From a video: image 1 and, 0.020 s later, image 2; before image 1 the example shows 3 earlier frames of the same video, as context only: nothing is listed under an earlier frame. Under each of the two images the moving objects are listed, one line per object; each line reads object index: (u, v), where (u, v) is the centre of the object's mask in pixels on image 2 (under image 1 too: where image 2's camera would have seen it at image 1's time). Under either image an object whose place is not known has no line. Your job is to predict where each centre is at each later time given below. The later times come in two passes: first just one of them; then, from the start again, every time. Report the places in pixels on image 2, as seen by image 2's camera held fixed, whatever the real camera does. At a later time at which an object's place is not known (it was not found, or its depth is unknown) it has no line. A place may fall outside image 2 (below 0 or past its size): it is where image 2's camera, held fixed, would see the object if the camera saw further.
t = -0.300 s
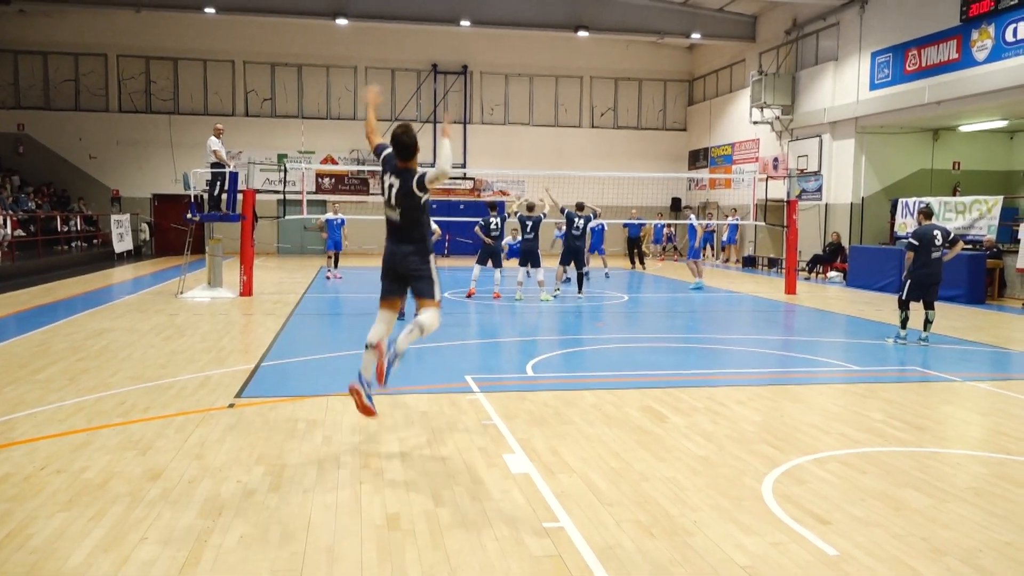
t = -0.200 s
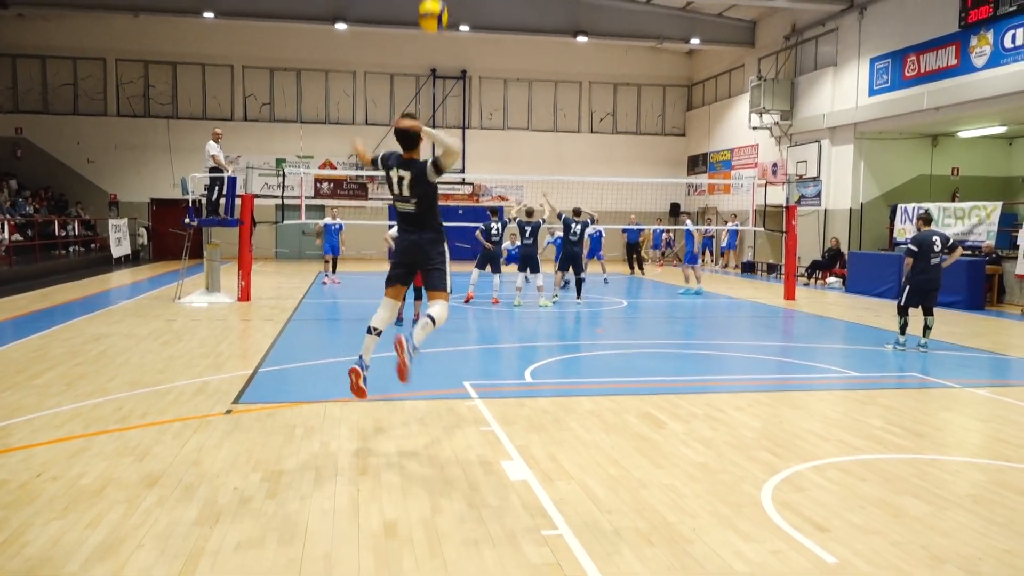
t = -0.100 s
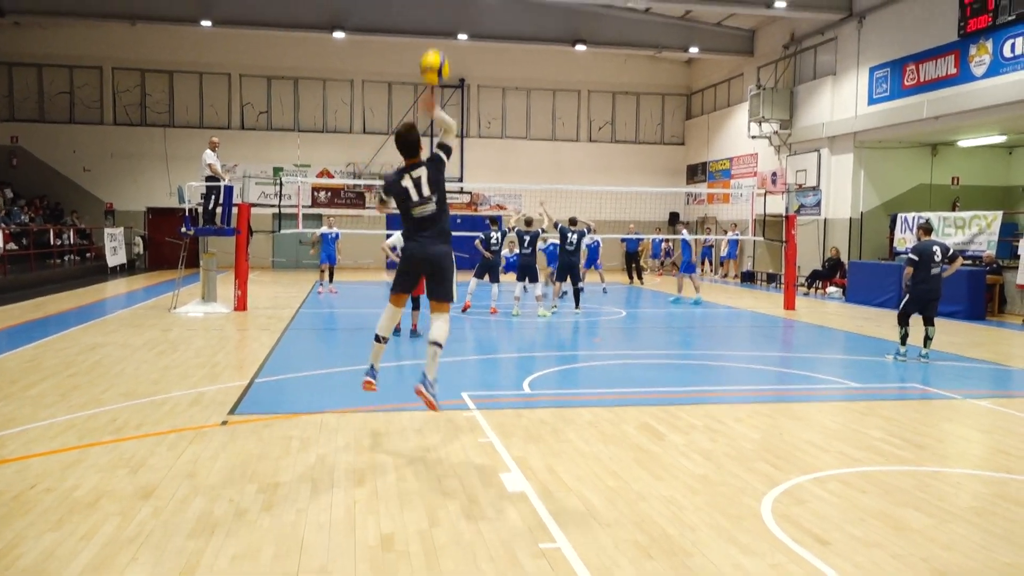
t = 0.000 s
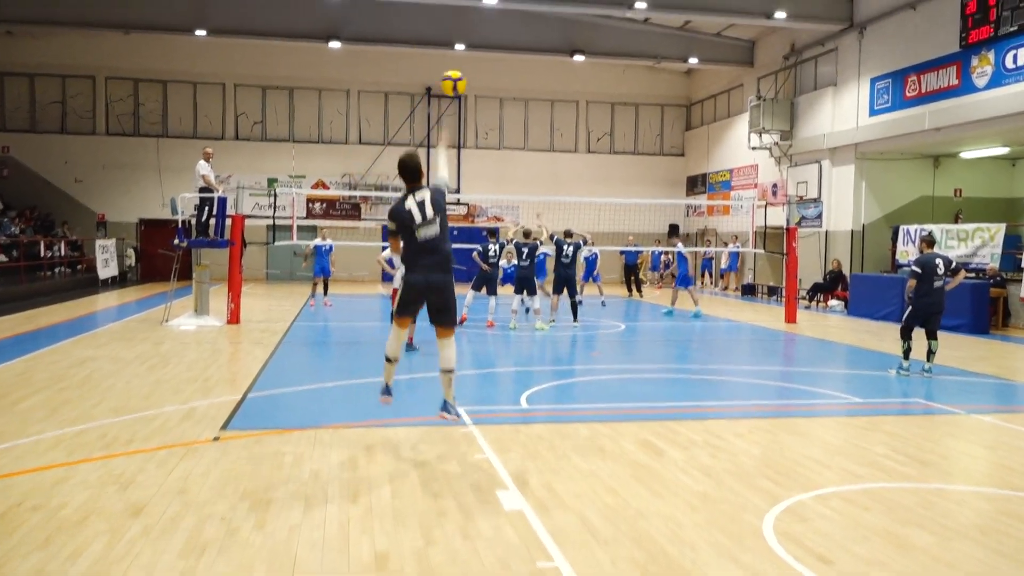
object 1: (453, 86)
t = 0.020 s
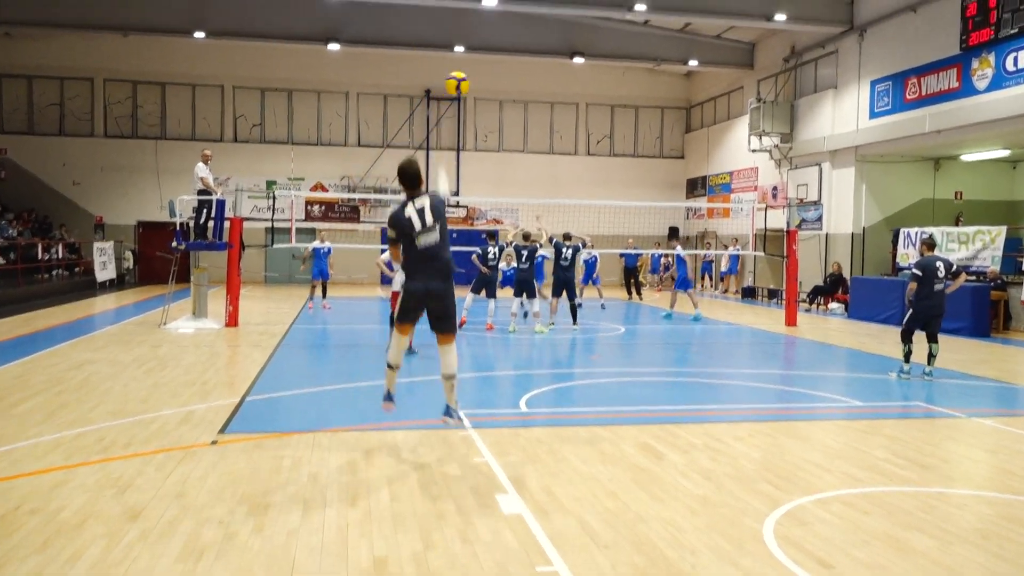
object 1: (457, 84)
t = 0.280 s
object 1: (493, 98)
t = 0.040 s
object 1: (462, 82)
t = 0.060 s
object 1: (466, 82)
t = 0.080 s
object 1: (470, 82)
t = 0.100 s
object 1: (473, 82)
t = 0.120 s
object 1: (476, 83)
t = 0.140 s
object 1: (479, 84)
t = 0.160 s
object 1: (482, 85)
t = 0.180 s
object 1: (484, 87)
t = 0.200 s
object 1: (486, 89)
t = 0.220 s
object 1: (488, 90)
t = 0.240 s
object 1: (490, 93)
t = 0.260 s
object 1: (492, 95)
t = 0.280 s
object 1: (493, 98)
